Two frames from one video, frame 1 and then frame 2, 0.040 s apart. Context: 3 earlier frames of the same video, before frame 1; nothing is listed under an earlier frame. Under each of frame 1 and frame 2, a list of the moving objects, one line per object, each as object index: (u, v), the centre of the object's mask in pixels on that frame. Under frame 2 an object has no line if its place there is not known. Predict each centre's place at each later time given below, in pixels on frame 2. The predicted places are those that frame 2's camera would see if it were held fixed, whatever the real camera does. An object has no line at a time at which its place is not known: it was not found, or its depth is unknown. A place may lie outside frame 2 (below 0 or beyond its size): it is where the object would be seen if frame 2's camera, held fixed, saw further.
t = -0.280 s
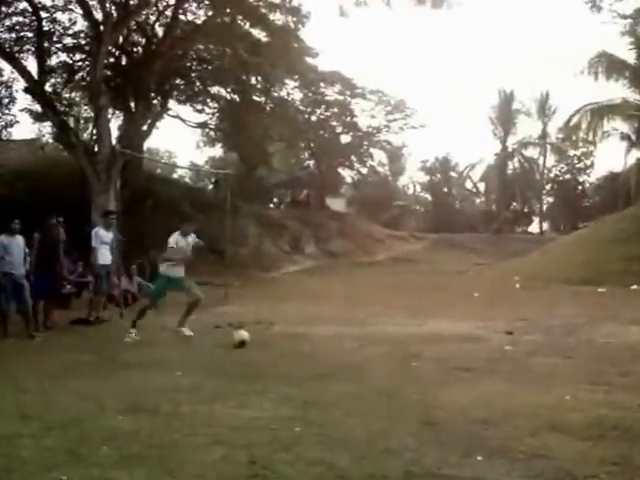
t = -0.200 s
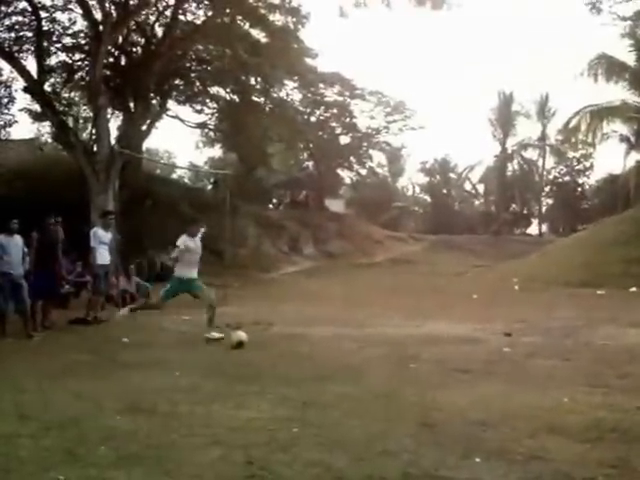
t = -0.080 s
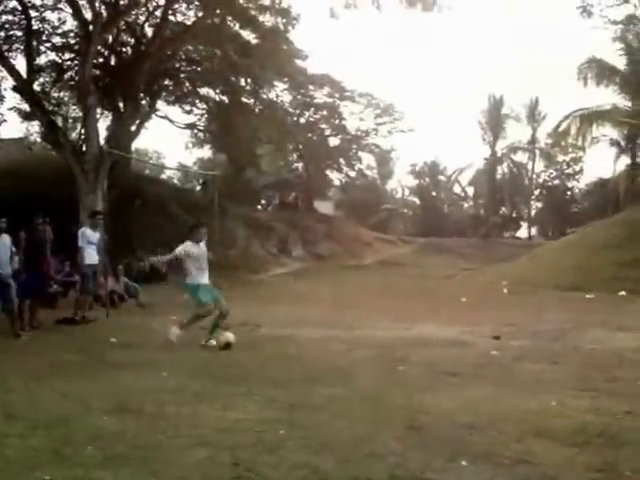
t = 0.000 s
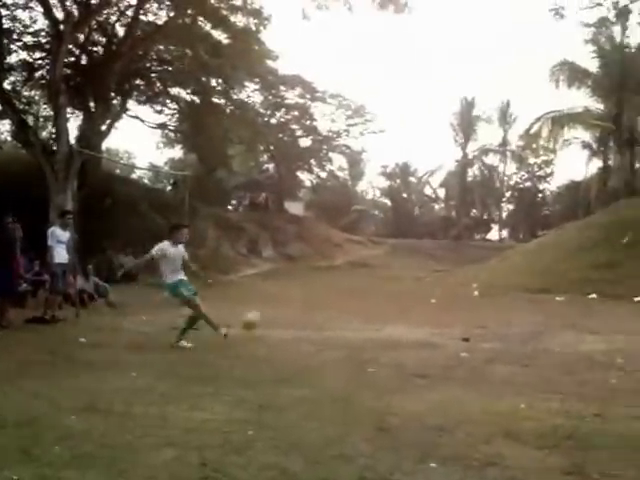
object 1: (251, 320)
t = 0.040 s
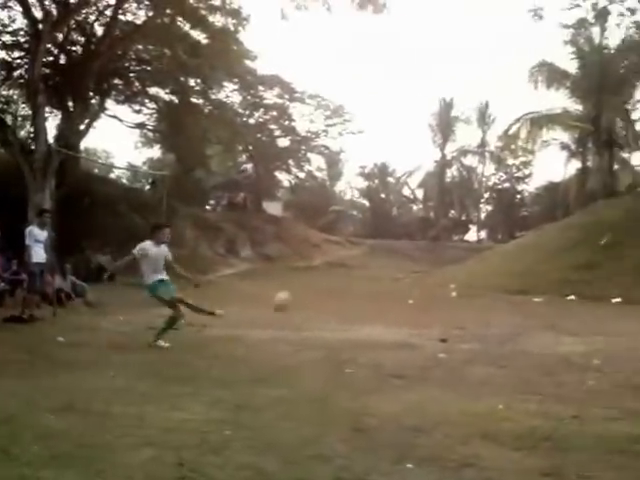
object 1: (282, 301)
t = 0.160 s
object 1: (492, 229)
